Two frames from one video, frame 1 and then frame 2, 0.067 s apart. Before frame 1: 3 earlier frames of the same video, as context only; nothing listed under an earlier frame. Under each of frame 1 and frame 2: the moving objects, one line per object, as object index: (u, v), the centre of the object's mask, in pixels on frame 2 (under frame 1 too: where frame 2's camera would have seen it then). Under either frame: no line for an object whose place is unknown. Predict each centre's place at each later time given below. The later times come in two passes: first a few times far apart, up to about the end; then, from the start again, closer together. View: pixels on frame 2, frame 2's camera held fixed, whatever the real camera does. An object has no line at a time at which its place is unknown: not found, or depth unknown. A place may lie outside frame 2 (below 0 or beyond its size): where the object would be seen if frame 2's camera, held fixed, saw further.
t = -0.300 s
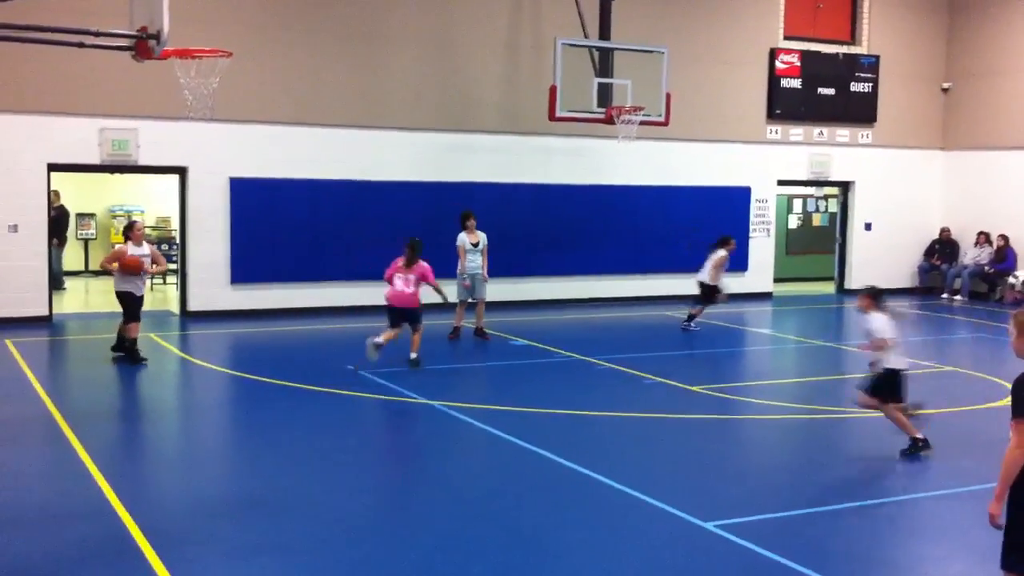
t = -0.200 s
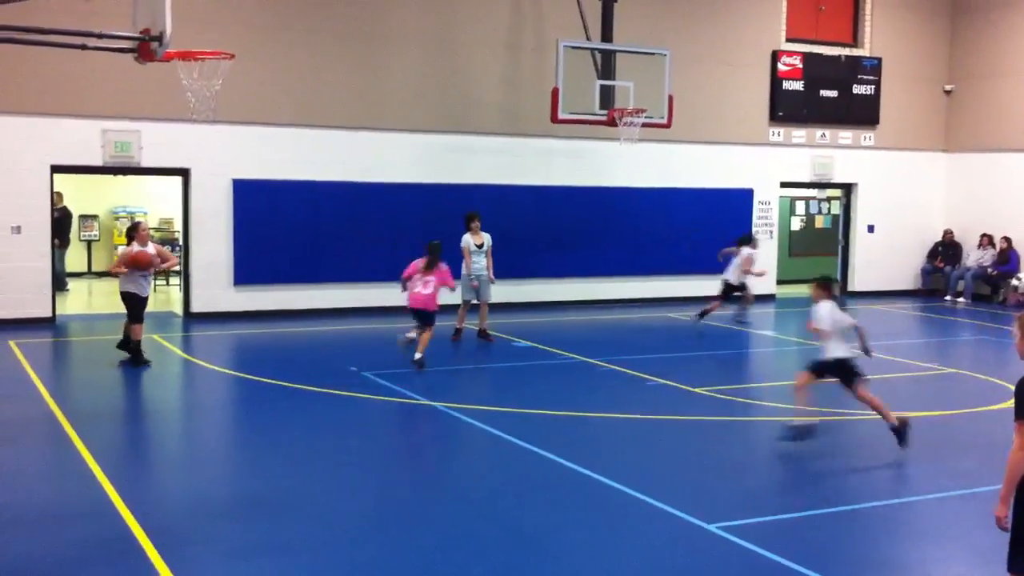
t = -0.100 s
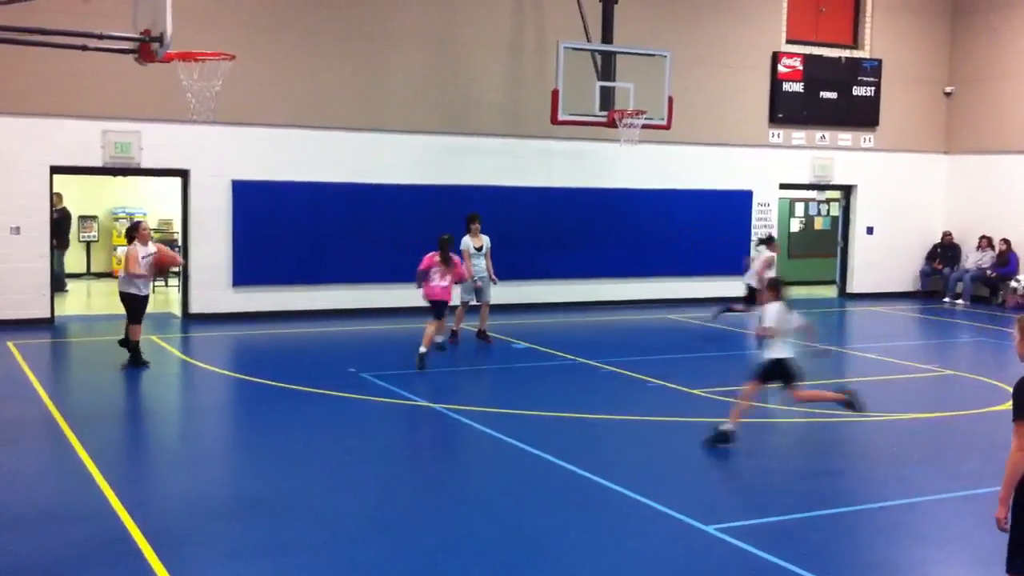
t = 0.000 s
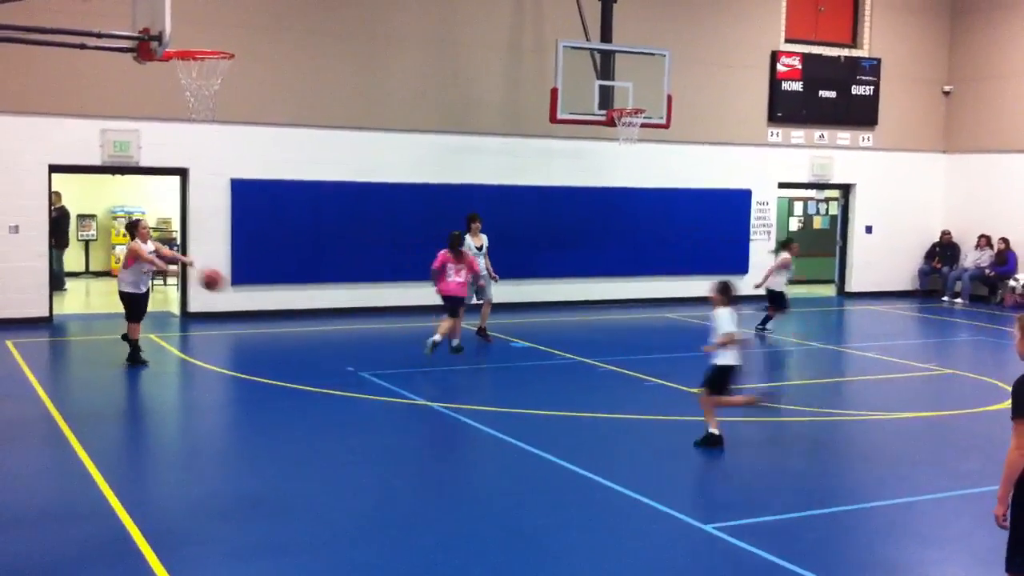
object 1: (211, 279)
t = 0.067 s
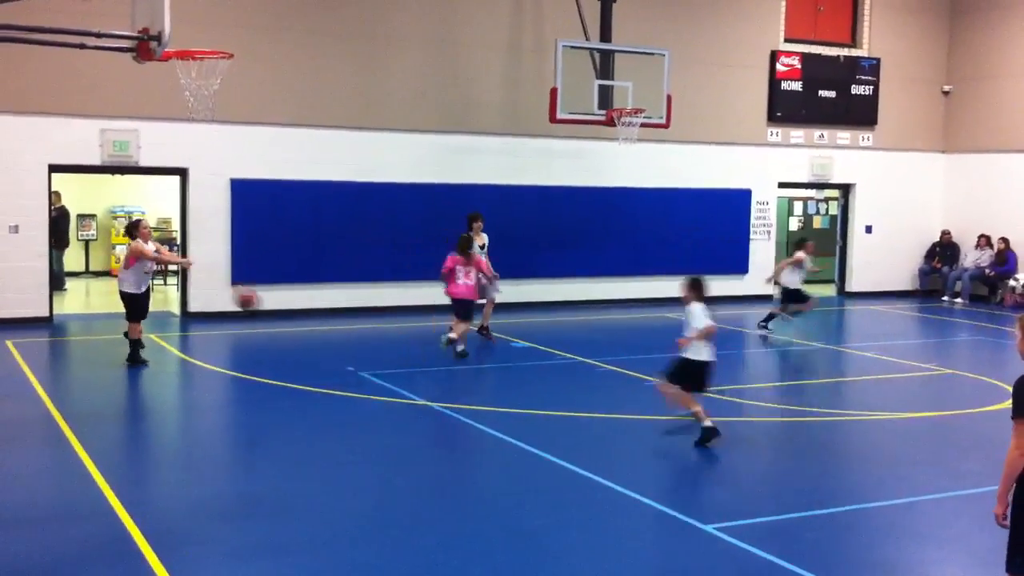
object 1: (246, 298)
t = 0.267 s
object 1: (357, 380)
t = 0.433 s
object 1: (408, 335)
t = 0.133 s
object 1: (282, 323)
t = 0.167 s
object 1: (303, 341)
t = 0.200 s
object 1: (320, 354)
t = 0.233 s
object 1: (340, 371)
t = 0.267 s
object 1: (357, 380)
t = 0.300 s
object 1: (365, 370)
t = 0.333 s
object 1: (376, 360)
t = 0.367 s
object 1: (386, 351)
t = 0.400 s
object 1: (397, 342)
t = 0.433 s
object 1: (408, 335)
